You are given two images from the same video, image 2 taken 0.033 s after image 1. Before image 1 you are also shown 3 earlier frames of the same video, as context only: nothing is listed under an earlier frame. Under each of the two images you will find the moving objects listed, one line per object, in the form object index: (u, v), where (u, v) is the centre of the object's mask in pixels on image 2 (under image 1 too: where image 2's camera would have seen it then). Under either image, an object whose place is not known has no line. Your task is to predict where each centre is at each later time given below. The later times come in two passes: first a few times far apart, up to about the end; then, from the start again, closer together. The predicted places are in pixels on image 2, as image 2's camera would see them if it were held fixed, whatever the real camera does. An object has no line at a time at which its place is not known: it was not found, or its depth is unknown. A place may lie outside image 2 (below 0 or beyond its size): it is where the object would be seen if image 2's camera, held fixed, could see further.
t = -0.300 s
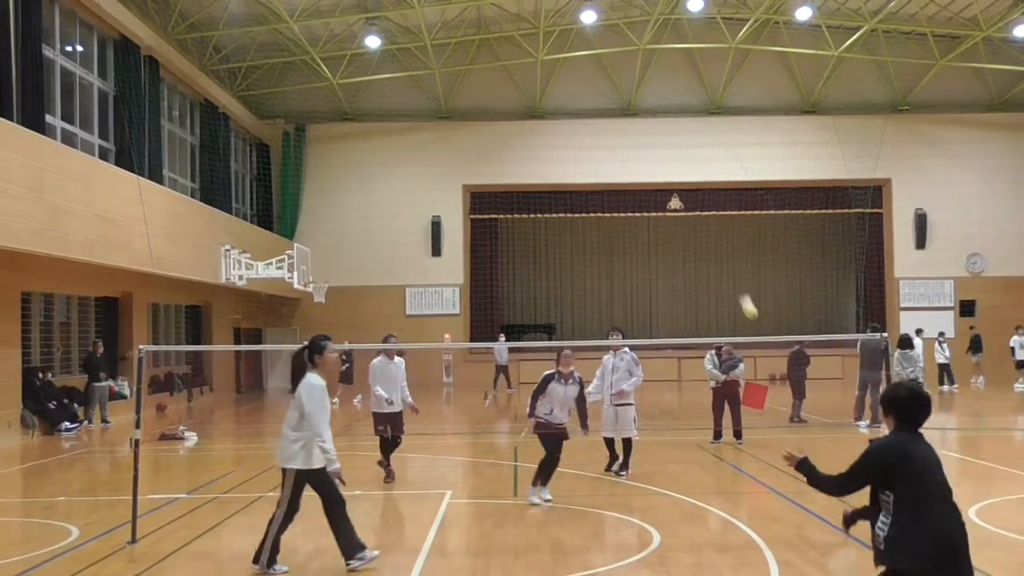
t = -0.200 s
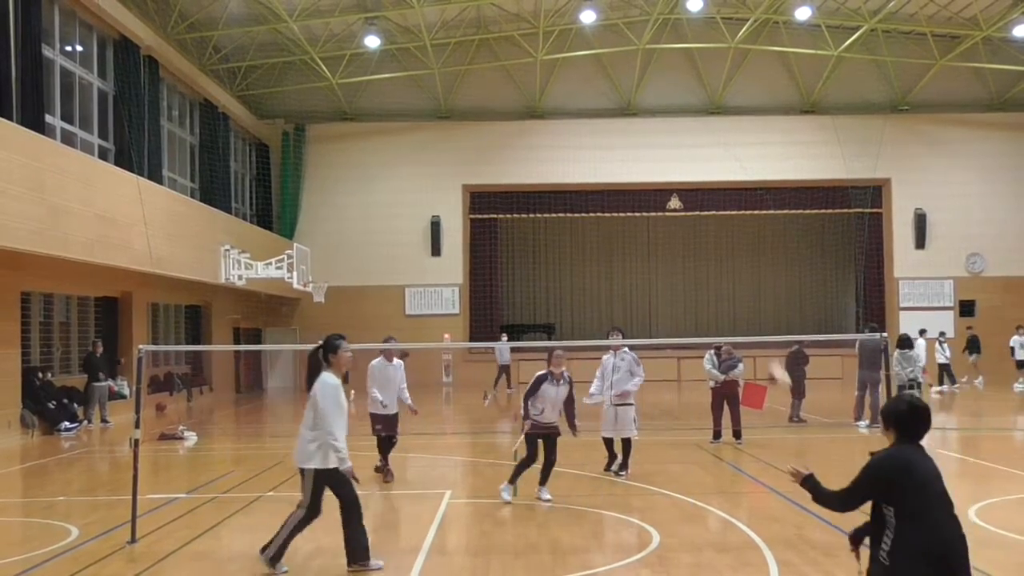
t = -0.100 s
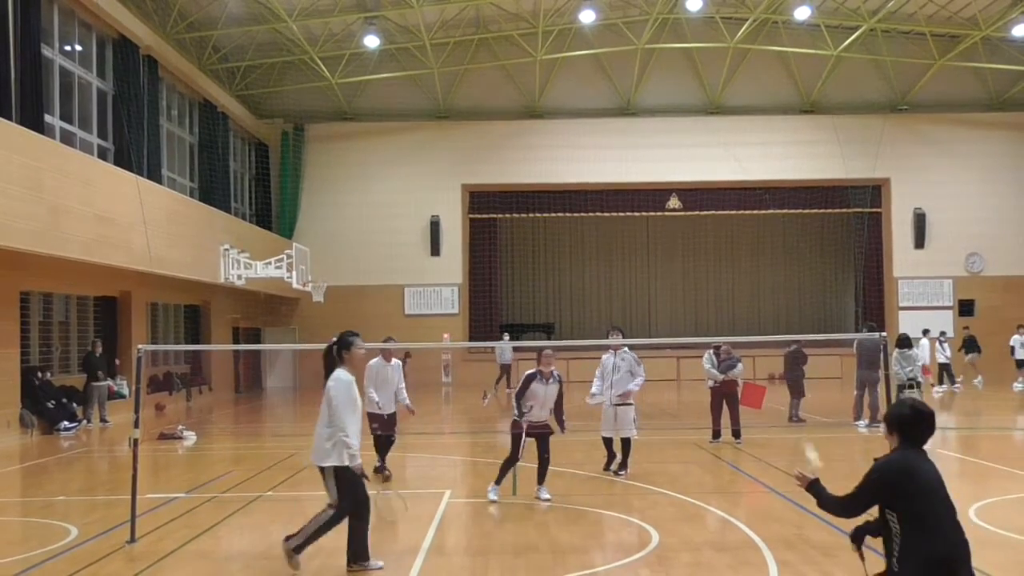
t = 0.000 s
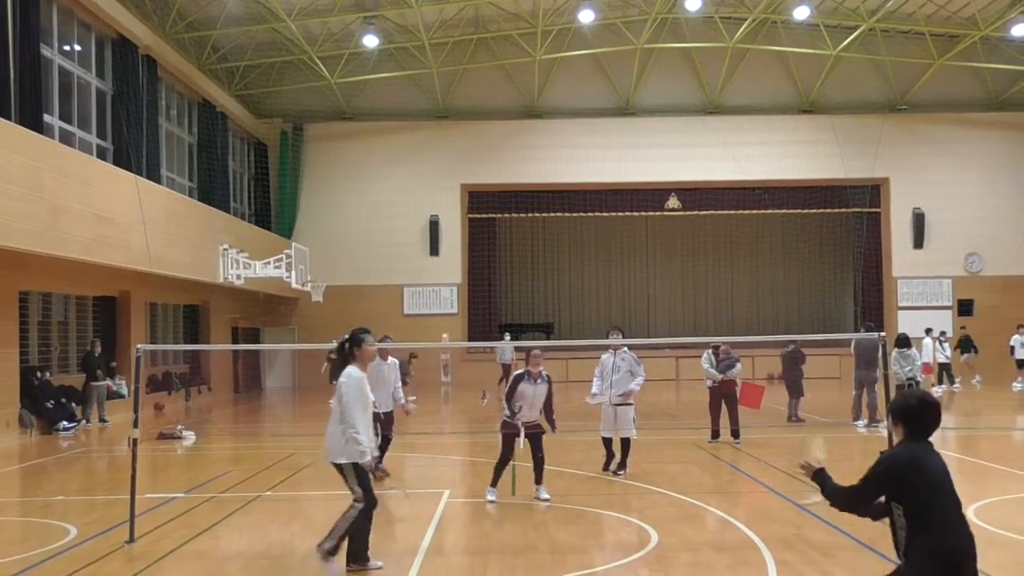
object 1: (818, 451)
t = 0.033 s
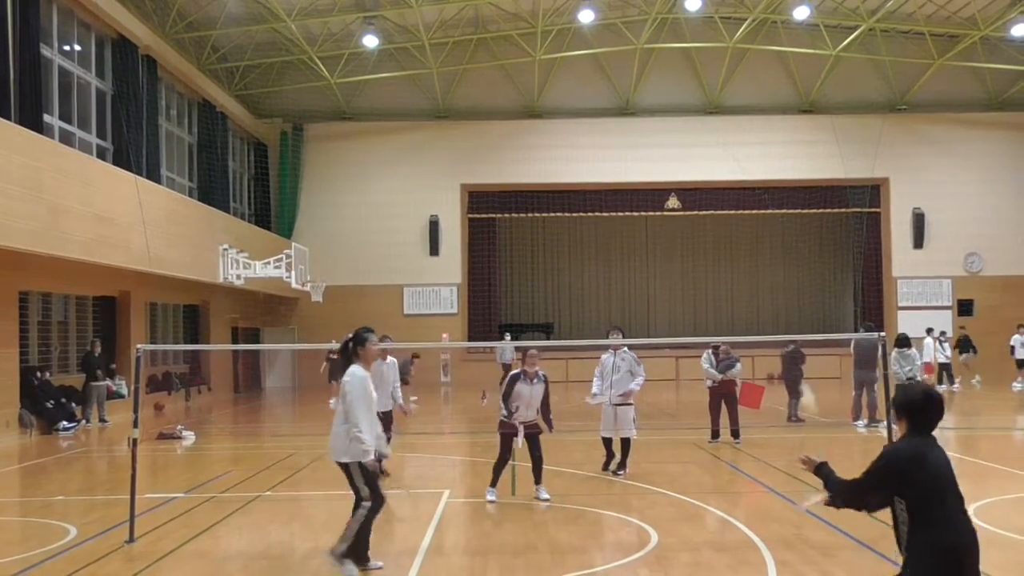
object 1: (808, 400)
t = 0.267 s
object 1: (764, 199)
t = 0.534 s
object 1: (736, 145)
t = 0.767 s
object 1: (720, 186)
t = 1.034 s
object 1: (709, 294)
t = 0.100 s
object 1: (793, 320)
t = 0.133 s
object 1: (786, 290)
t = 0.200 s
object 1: (772, 235)
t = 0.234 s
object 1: (768, 216)
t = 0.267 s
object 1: (764, 199)
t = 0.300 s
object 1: (760, 188)
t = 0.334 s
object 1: (755, 177)
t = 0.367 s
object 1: (751, 165)
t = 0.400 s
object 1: (748, 157)
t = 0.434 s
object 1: (746, 152)
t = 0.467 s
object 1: (741, 146)
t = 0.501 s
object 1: (739, 145)
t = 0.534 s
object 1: (736, 145)
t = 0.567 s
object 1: (733, 146)
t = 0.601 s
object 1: (730, 149)
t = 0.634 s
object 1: (727, 153)
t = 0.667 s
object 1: (726, 156)
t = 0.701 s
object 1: (724, 168)
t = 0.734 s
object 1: (722, 177)
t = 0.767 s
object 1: (720, 186)
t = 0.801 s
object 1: (719, 196)
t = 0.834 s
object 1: (718, 207)
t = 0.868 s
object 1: (716, 220)
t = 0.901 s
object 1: (715, 233)
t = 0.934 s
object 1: (713, 247)
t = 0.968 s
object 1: (712, 262)
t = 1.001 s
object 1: (711, 277)
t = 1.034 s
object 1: (709, 294)
